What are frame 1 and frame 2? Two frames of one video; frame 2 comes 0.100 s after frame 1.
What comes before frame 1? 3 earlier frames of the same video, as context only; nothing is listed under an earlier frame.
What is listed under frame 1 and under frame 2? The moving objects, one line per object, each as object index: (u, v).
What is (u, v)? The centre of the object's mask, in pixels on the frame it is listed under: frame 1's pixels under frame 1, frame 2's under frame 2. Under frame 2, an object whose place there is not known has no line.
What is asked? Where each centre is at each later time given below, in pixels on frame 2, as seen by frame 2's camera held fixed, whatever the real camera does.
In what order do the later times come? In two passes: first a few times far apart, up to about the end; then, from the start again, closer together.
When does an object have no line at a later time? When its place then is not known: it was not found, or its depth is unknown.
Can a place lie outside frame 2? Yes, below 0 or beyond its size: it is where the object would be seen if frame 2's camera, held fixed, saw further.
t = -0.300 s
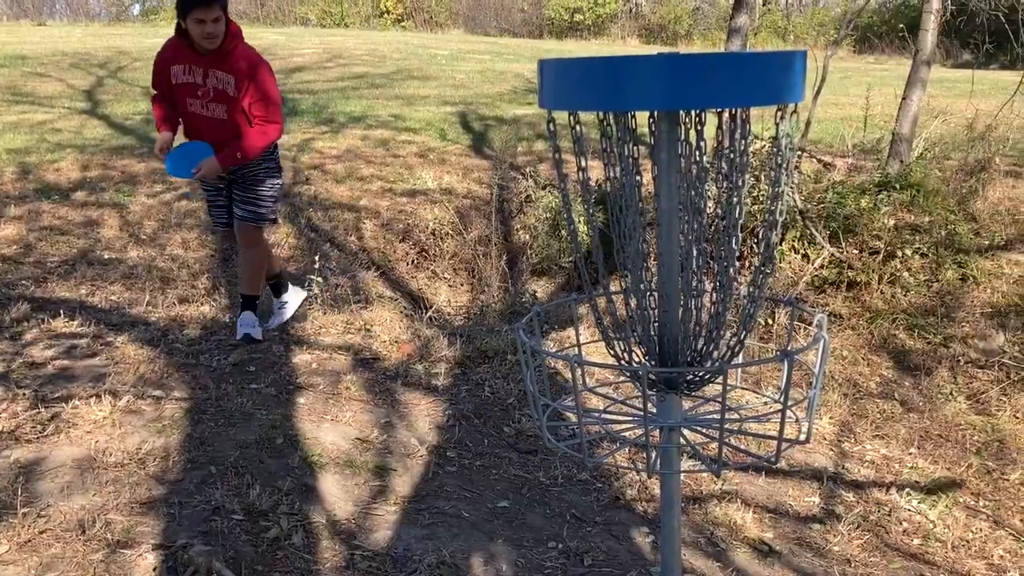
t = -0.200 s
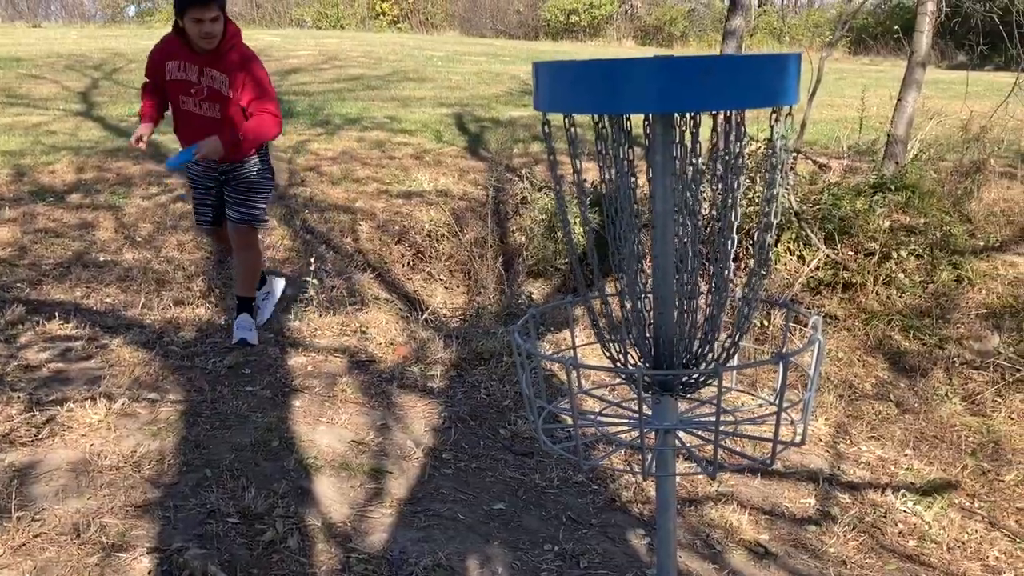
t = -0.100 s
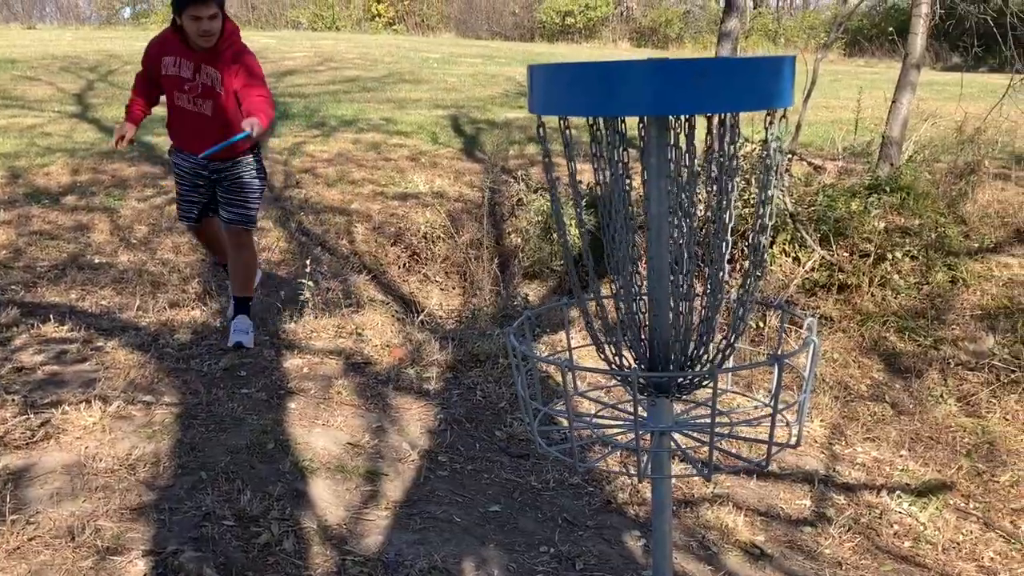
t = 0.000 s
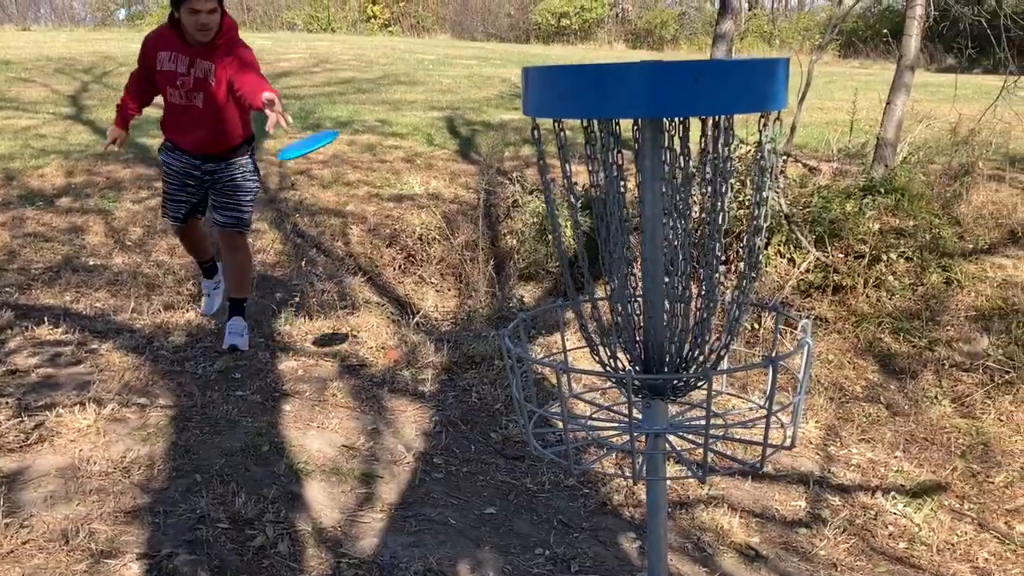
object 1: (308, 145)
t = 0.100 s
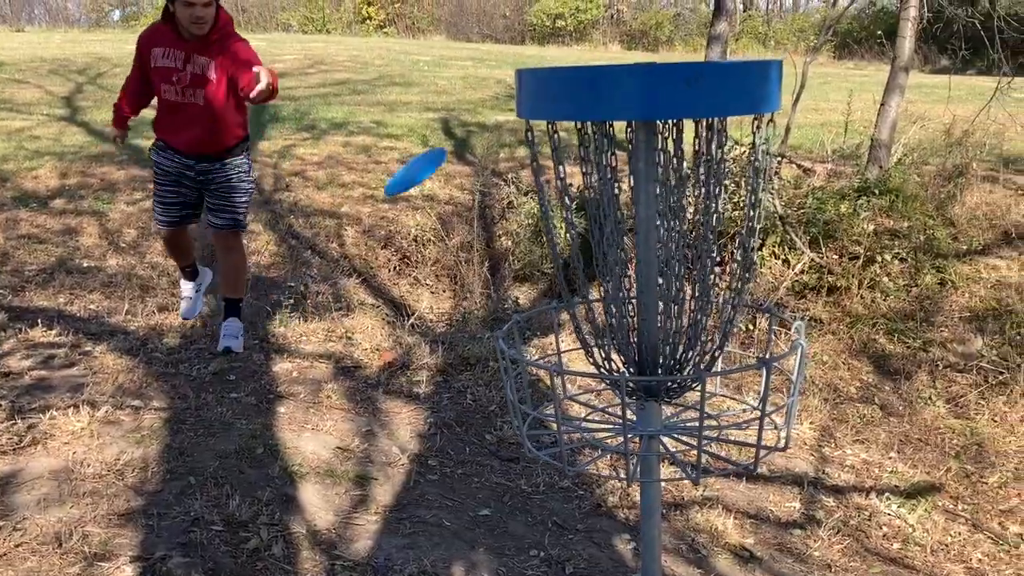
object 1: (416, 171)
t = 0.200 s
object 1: (554, 230)
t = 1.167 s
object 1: (583, 411)
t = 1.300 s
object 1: (582, 411)
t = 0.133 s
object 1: (460, 187)
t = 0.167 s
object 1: (505, 208)
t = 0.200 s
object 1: (554, 230)
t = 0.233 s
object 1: (586, 252)
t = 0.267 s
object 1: (603, 271)
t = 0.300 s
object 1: (609, 291)
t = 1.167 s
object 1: (583, 411)
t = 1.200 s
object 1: (583, 411)
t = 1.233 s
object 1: (583, 411)
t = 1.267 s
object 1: (582, 411)
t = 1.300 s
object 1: (582, 411)
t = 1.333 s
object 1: (582, 411)
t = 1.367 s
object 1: (582, 411)
